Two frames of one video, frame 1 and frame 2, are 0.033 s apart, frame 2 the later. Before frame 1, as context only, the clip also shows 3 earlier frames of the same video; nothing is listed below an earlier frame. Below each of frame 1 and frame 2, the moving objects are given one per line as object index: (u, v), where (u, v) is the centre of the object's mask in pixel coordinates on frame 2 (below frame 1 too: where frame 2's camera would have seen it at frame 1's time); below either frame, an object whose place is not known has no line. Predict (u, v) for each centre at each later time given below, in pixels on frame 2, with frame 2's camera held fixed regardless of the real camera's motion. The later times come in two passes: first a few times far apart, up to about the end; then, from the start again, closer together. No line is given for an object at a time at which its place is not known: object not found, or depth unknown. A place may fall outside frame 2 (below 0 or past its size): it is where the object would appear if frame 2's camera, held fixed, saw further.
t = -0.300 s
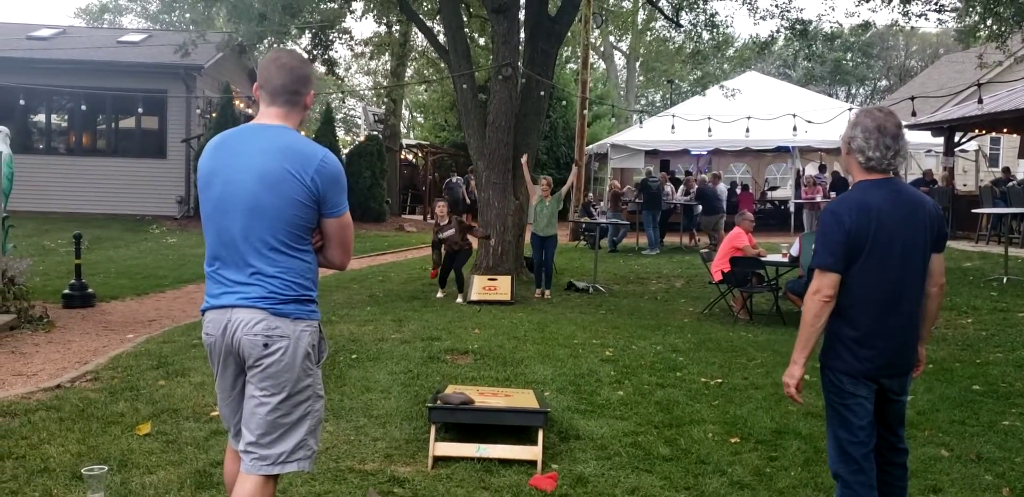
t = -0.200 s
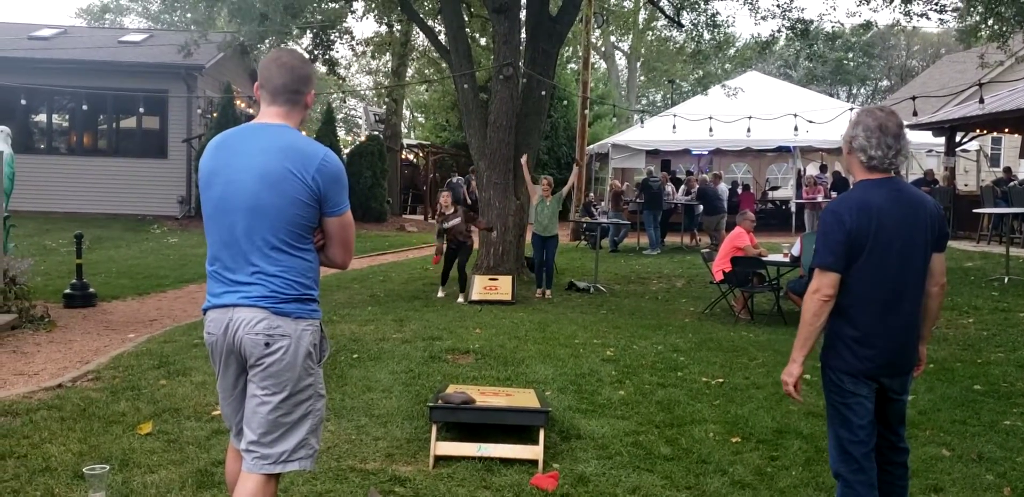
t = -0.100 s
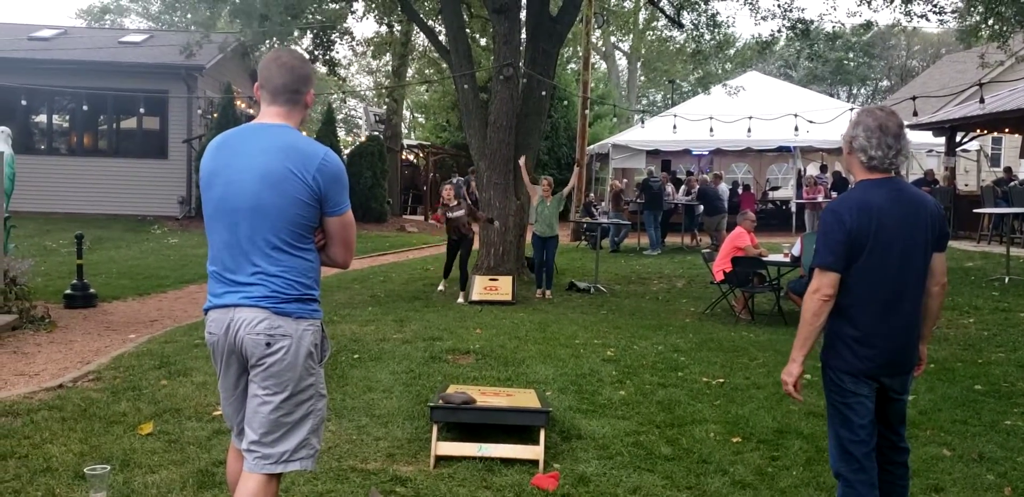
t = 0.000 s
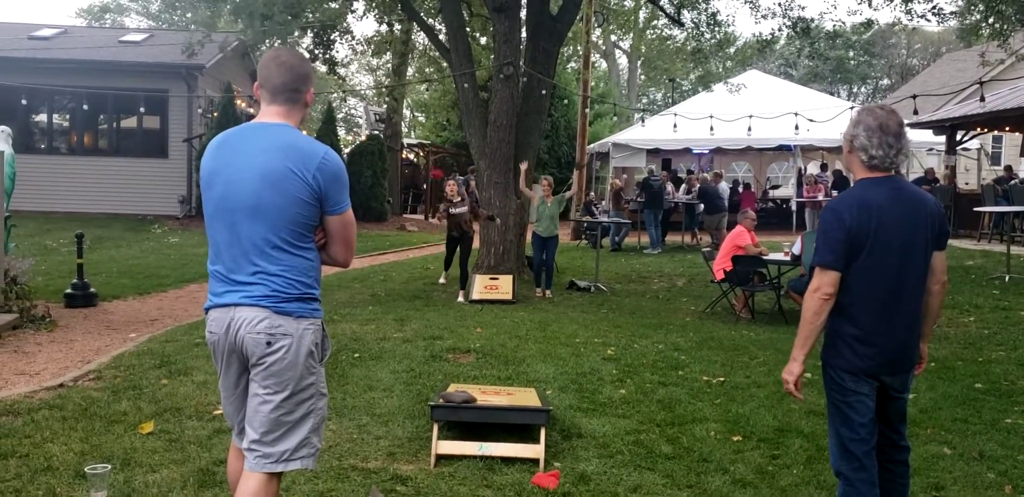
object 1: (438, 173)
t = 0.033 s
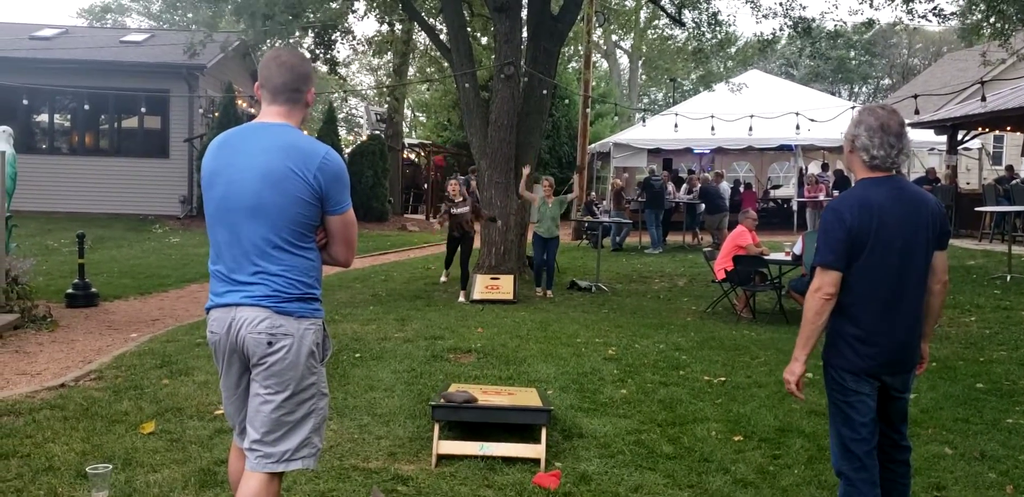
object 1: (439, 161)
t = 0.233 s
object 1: (439, 95)
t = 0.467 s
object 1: (438, 54)
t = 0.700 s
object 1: (434, 69)
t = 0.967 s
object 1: (427, 202)
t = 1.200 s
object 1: (418, 452)
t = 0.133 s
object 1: (439, 125)
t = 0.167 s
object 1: (439, 116)
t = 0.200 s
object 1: (438, 104)
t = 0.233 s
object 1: (439, 95)
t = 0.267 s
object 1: (439, 87)
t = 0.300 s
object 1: (438, 78)
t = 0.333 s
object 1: (438, 72)
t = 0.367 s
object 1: (438, 65)
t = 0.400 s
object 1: (438, 60)
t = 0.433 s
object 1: (438, 56)
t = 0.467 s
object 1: (438, 54)
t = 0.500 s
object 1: (437, 52)
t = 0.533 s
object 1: (437, 51)
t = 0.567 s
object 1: (436, 52)
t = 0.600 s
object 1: (436, 53)
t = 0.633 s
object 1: (435, 57)
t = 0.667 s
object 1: (434, 62)
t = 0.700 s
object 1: (434, 69)
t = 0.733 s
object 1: (433, 78)
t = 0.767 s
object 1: (433, 89)
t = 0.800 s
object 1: (432, 102)
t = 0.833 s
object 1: (431, 116)
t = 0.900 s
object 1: (429, 156)
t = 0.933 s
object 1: (428, 178)
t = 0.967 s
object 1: (427, 202)
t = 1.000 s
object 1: (426, 233)
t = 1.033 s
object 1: (424, 269)
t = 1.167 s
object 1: (417, 443)
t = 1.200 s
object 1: (418, 452)
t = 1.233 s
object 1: (421, 453)
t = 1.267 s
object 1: (424, 455)
